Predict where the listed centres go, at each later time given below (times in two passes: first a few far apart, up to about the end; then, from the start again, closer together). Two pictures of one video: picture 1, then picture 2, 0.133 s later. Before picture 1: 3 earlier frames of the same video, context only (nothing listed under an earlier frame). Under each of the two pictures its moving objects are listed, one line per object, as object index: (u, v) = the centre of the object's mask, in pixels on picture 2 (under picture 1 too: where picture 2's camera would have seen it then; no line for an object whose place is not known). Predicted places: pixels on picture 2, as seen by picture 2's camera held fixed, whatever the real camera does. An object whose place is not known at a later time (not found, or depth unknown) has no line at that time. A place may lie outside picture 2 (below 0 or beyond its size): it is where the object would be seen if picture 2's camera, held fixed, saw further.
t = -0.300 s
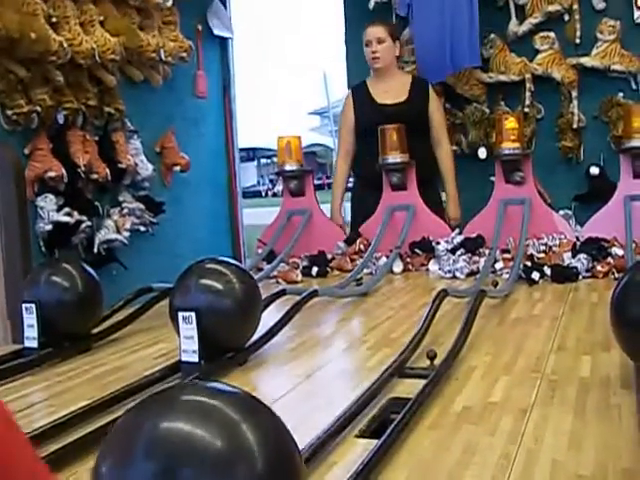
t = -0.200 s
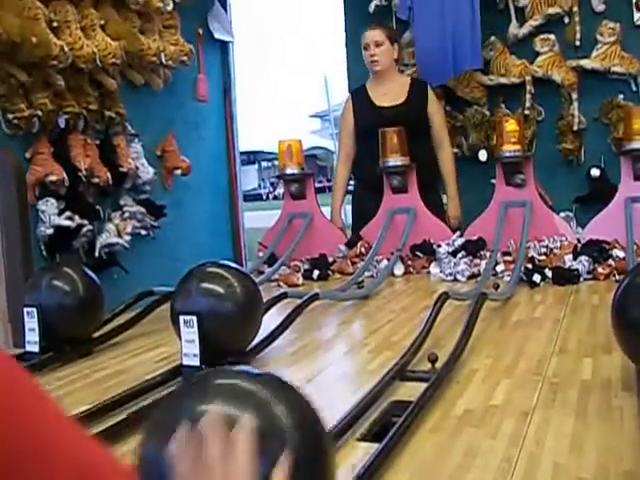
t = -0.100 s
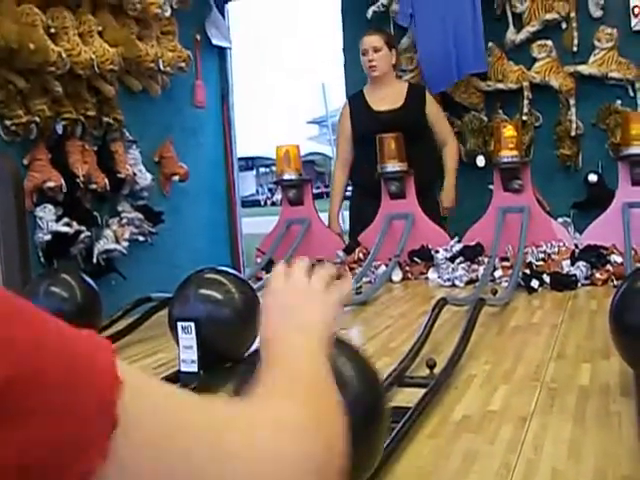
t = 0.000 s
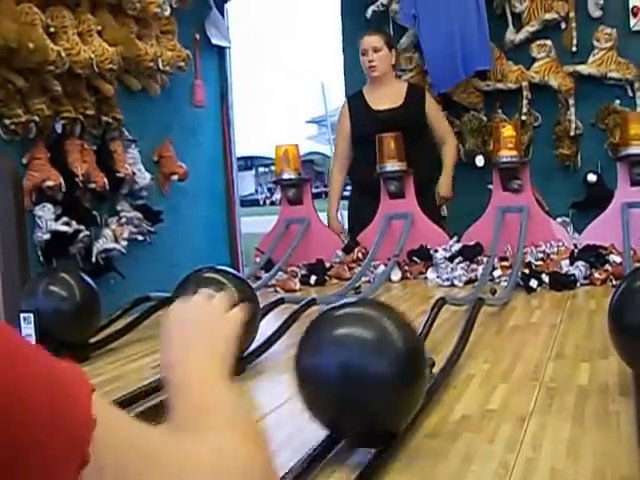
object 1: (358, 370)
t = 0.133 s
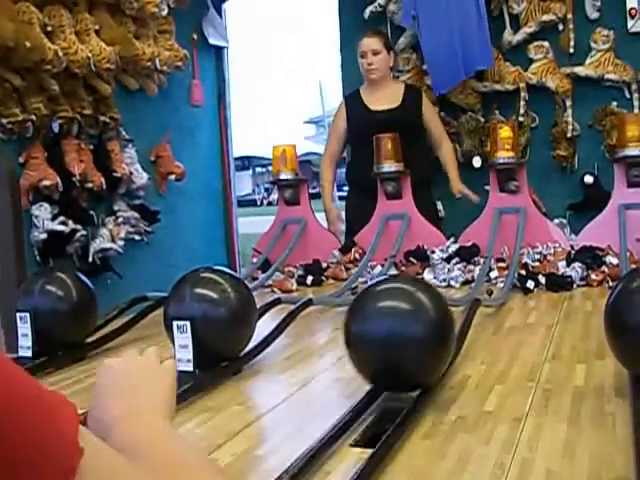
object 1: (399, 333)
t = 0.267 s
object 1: (430, 298)
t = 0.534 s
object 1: (452, 261)
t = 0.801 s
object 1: (461, 257)
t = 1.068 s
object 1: (484, 260)
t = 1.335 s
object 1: (497, 234)
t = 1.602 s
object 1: (491, 251)
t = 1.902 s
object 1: (467, 259)
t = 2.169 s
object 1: (459, 256)
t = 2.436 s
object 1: (467, 258)
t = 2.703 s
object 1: (489, 255)
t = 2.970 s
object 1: (497, 235)
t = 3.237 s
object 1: (486, 258)
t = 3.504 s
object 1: (466, 258)
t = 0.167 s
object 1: (409, 325)
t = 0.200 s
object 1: (417, 316)
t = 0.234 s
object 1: (424, 307)
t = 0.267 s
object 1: (430, 298)
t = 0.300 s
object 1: (435, 290)
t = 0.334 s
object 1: (439, 282)
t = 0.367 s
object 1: (443, 275)
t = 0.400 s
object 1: (446, 270)
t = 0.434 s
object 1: (448, 266)
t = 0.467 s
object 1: (449, 265)
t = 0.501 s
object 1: (451, 263)
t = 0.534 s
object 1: (452, 261)
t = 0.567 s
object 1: (454, 260)
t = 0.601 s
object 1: (455, 259)
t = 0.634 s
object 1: (456, 258)
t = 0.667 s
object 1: (457, 258)
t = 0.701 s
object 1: (458, 257)
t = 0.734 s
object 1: (459, 257)
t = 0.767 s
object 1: (460, 257)
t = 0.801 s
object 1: (461, 257)
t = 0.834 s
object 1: (463, 258)
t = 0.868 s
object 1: (466, 259)
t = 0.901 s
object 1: (468, 260)
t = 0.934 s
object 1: (471, 261)
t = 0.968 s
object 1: (474, 262)
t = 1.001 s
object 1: (478, 262)
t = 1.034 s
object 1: (481, 261)
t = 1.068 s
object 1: (484, 260)
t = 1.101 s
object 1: (487, 257)
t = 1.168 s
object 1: (490, 251)
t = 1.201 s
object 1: (492, 247)
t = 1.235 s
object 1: (495, 243)
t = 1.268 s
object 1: (496, 239)
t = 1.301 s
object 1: (497, 236)
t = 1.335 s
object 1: (497, 234)
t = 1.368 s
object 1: (497, 233)
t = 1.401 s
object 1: (497, 234)
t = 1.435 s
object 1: (497, 236)
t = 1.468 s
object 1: (496, 237)
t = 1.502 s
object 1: (495, 239)
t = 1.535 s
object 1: (494, 243)
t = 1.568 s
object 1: (492, 247)
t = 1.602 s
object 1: (491, 251)
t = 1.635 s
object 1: (488, 255)
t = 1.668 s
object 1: (485, 259)
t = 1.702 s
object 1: (482, 261)
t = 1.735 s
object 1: (479, 262)
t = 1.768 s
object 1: (476, 262)
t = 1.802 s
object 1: (474, 262)
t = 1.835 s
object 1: (471, 261)
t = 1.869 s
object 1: (469, 260)
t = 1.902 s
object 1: (467, 259)
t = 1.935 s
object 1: (464, 258)
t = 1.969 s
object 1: (463, 257)
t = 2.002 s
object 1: (462, 257)
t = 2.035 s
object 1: (461, 257)
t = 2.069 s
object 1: (460, 257)
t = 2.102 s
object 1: (459, 256)
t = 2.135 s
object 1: (459, 257)
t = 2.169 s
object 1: (459, 256)
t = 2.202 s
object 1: (459, 256)
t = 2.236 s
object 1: (459, 256)
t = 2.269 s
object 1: (459, 256)
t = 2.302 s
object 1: (460, 256)
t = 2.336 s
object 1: (462, 257)
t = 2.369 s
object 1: (463, 257)
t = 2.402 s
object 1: (465, 258)
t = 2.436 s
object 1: (467, 258)
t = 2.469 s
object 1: (468, 259)
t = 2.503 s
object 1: (471, 261)
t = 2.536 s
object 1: (473, 261)
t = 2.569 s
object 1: (477, 262)
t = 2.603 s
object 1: (480, 261)
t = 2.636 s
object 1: (483, 260)
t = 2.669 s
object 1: (486, 258)
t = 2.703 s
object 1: (489, 255)
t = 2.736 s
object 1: (491, 251)
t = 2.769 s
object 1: (493, 246)
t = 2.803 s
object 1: (493, 245)
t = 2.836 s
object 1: (495, 241)
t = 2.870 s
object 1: (496, 238)
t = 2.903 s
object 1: (496, 236)
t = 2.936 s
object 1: (497, 235)
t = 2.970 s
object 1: (497, 235)
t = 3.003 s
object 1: (497, 236)
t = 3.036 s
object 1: (496, 238)
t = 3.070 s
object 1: (495, 240)
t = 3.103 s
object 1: (493, 244)
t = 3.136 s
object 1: (492, 246)
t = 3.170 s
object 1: (491, 250)
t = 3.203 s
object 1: (488, 254)
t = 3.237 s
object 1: (486, 258)
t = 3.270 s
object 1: (483, 260)
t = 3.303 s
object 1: (481, 261)
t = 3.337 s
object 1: (477, 261)
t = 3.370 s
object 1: (474, 262)
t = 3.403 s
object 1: (472, 260)
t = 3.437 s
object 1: (469, 259)
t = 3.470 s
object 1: (468, 259)
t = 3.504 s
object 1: (466, 258)
